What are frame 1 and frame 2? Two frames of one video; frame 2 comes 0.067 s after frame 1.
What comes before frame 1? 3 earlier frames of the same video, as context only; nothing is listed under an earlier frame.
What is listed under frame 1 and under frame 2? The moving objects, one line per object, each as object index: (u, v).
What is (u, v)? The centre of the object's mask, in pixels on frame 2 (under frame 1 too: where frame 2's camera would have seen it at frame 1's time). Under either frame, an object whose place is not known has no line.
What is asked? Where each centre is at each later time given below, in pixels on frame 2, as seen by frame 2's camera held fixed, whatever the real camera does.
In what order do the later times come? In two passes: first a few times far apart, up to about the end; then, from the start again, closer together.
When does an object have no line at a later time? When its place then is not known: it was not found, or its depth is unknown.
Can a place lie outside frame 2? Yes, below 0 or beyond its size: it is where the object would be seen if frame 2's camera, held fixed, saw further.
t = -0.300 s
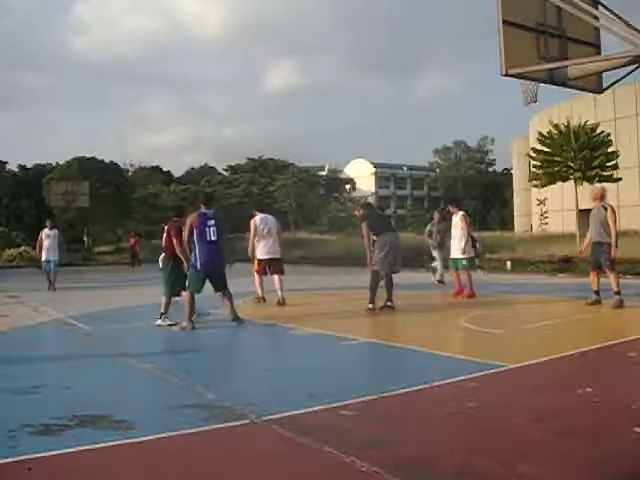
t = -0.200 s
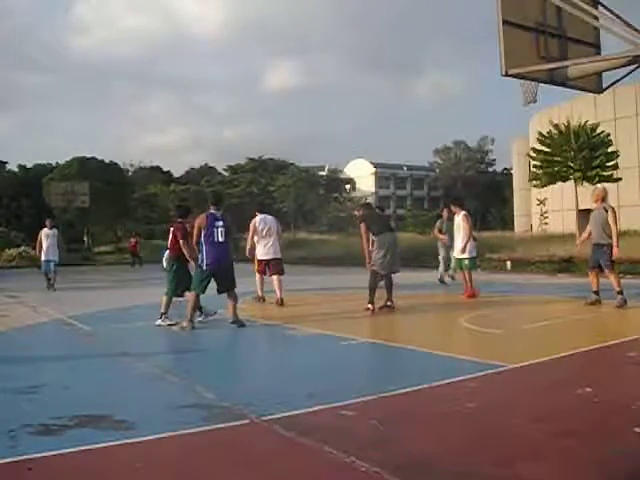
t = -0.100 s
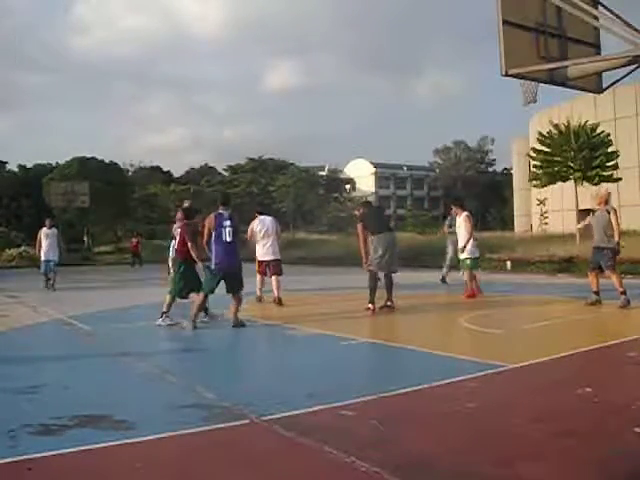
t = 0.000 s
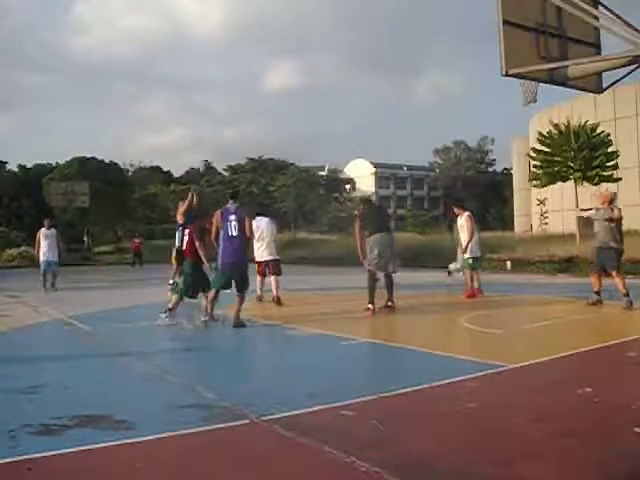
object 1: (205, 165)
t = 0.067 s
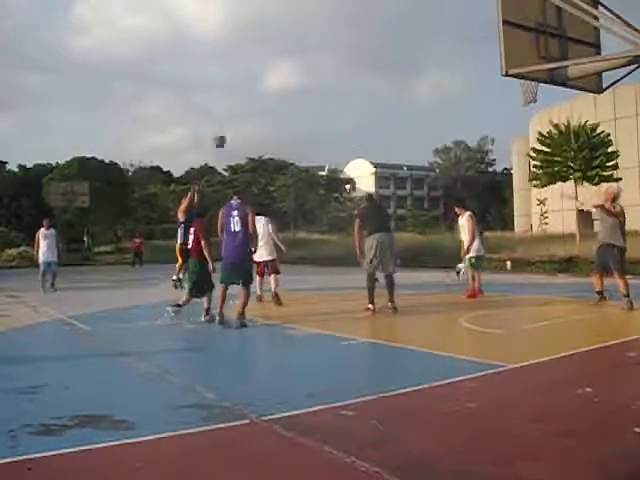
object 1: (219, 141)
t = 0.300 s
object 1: (267, 69)
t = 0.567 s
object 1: (333, 19)
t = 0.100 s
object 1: (226, 130)
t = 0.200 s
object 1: (246, 97)
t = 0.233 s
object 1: (253, 88)
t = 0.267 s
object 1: (260, 78)
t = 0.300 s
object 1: (267, 69)
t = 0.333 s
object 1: (275, 61)
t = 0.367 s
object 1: (283, 53)
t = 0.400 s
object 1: (290, 45)
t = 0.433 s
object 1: (298, 40)
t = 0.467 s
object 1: (307, 33)
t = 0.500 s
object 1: (315, 28)
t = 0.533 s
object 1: (324, 23)
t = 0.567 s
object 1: (333, 19)
